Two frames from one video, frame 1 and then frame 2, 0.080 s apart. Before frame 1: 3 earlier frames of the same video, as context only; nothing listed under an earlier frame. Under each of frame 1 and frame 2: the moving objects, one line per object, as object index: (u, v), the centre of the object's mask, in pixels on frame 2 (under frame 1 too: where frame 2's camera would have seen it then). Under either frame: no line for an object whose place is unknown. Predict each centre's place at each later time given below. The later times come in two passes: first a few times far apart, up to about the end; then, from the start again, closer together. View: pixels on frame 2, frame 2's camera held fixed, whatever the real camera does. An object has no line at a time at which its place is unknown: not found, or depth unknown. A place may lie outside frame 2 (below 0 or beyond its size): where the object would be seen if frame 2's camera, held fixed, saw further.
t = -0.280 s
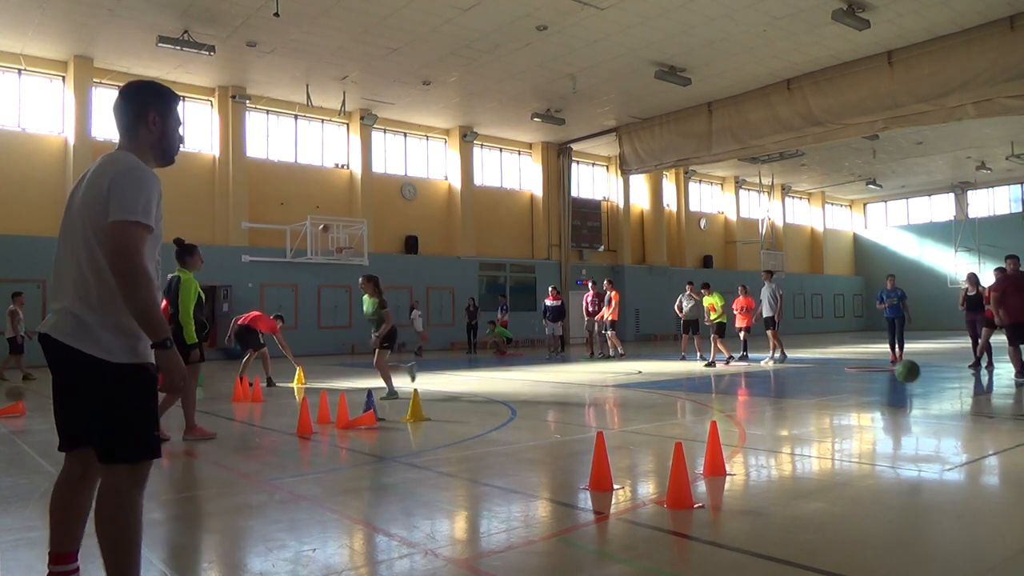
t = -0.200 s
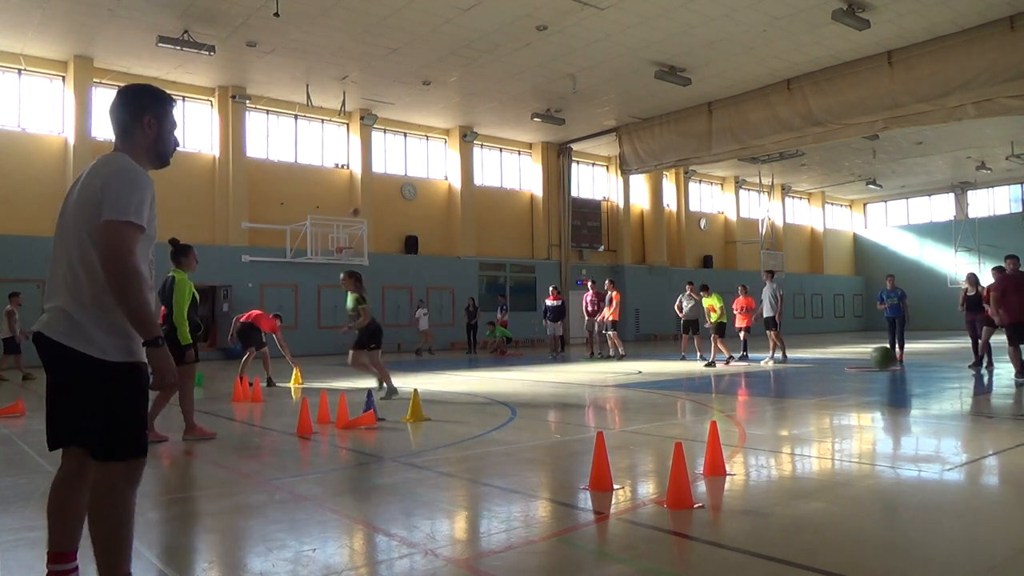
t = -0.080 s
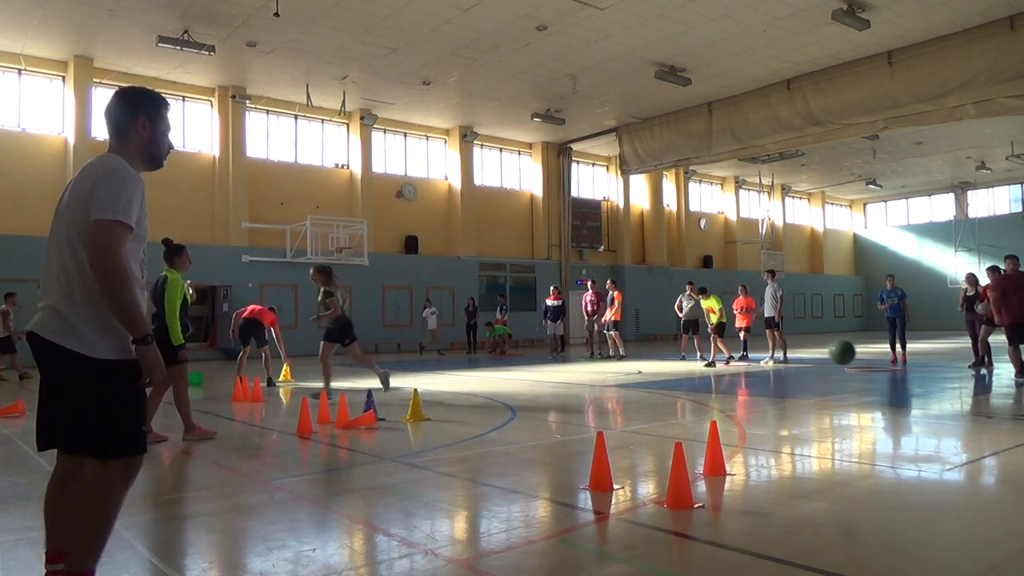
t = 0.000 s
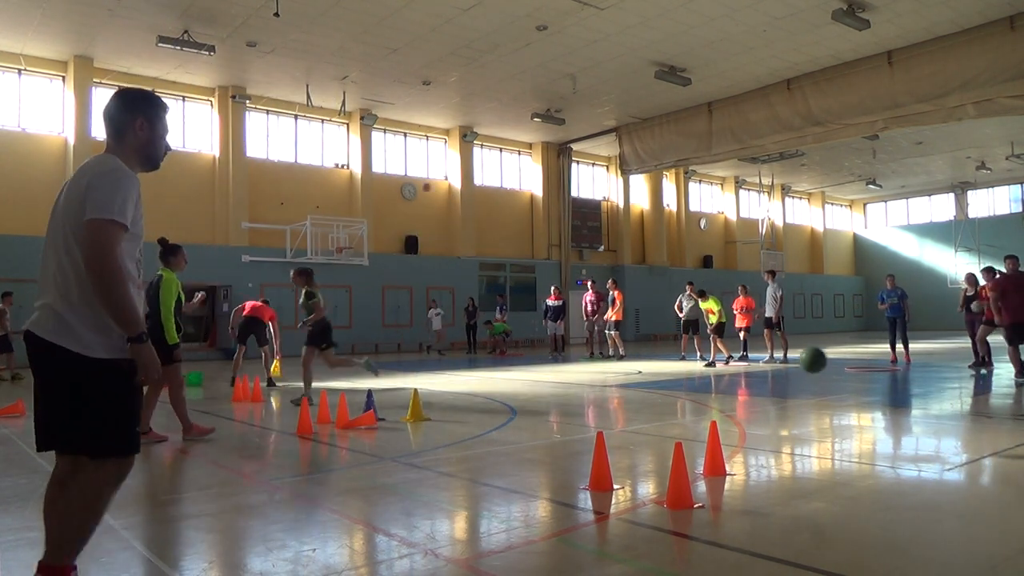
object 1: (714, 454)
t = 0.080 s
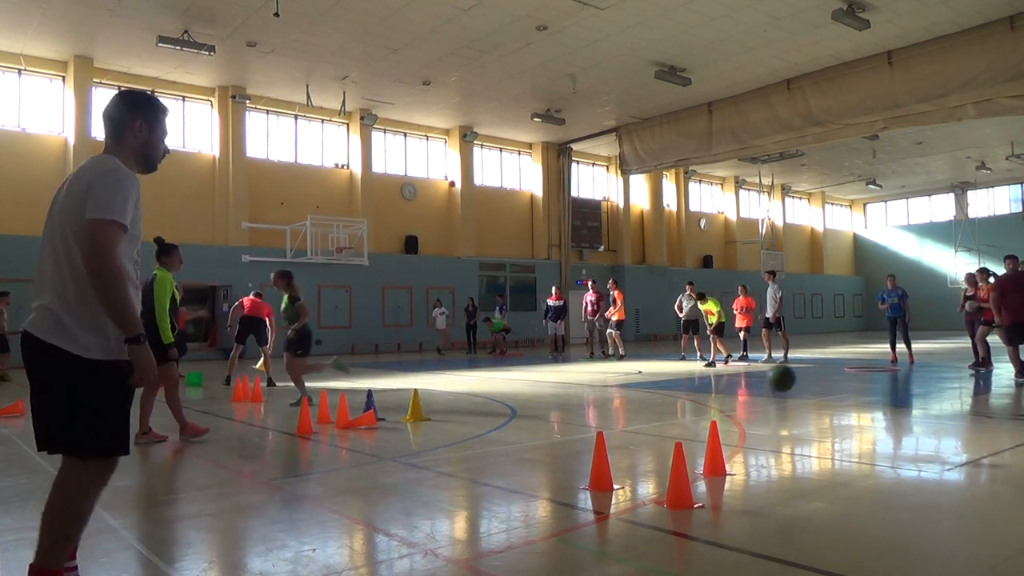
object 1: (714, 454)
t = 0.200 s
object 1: (714, 454)
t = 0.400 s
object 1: (693, 469)
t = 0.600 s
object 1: (686, 478)
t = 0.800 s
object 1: (686, 487)
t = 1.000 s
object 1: (685, 488)
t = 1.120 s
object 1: (685, 489)
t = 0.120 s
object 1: (714, 454)
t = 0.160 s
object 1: (714, 454)
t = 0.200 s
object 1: (714, 454)
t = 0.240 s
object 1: (711, 455)
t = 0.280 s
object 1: (706, 460)
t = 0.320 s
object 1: (701, 464)
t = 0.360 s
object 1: (697, 467)
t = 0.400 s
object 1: (693, 469)
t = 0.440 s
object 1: (692, 471)
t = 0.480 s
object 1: (691, 474)
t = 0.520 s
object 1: (691, 478)
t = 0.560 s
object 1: (687, 477)
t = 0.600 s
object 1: (686, 478)
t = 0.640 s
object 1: (684, 478)
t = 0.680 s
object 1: (683, 479)
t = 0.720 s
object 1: (683, 485)
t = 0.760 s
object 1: (685, 487)
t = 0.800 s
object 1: (686, 487)
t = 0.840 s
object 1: (686, 488)
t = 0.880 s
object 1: (686, 488)
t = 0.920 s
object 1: (685, 488)
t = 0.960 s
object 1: (685, 488)
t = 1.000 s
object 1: (685, 488)
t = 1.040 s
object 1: (685, 489)
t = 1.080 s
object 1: (685, 489)
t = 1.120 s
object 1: (685, 489)
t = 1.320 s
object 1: (685, 489)
